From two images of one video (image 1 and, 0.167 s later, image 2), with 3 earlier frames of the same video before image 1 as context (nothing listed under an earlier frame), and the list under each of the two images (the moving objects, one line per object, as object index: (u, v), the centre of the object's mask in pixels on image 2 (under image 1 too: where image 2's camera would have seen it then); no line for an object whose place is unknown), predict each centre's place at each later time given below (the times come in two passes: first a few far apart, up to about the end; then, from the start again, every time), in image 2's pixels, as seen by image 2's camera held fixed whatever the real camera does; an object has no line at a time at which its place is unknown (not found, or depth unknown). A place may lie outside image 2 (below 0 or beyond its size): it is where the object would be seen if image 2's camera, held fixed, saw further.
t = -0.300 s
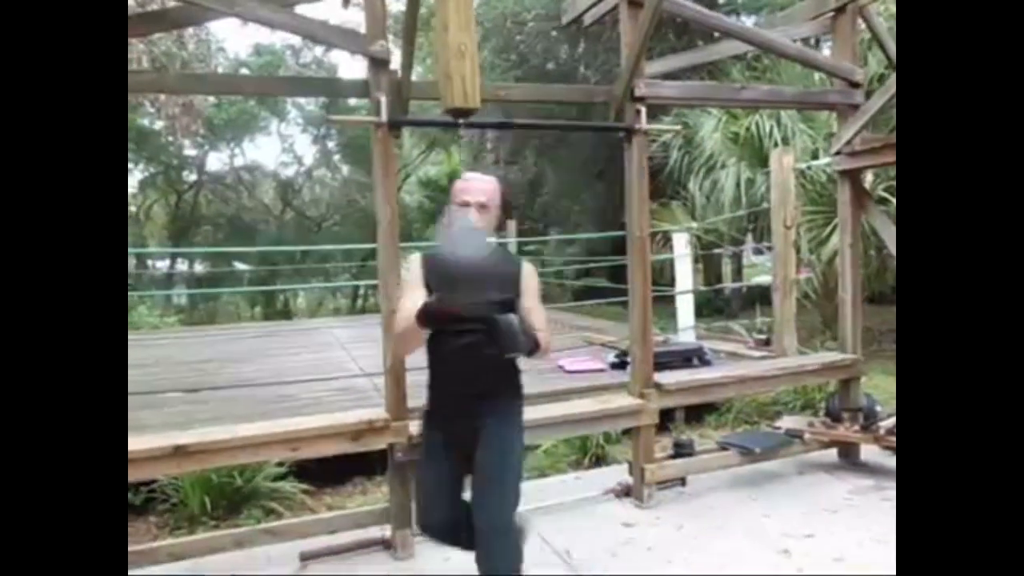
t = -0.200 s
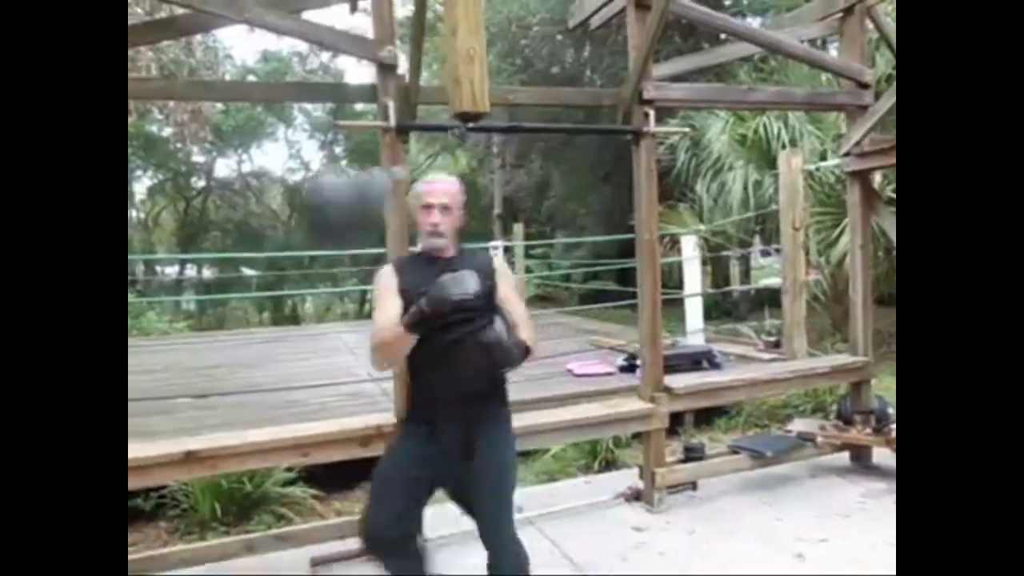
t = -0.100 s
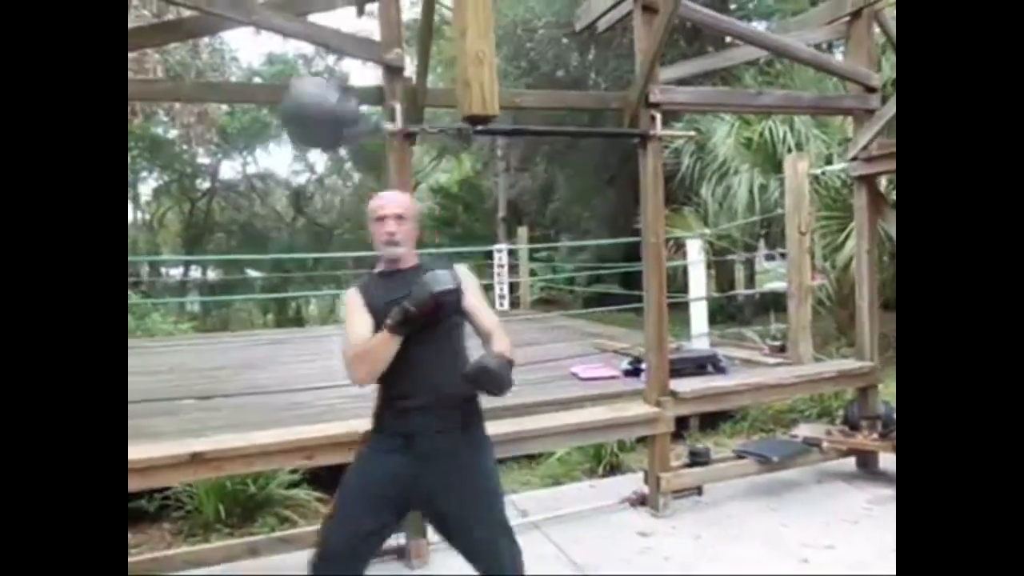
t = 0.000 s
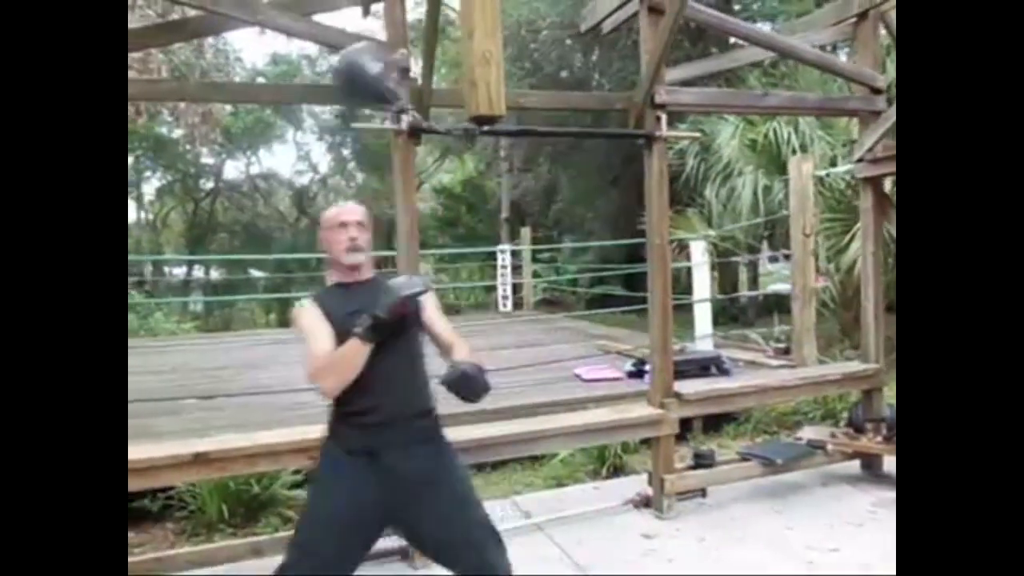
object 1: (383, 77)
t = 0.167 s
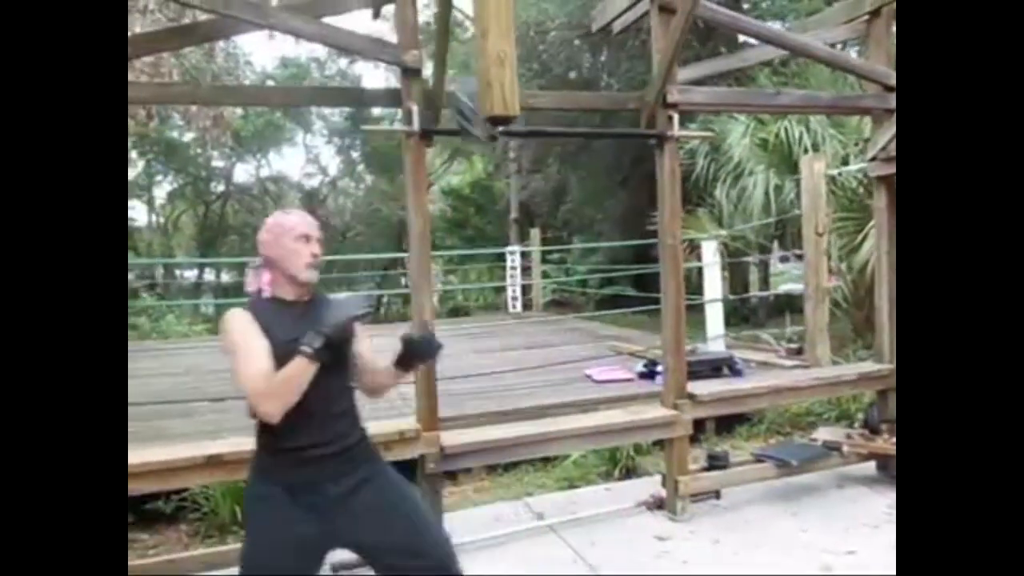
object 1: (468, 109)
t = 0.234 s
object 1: (512, 140)
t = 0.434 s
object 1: (581, 260)
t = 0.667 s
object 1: (409, 90)
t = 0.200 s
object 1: (492, 135)
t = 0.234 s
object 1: (512, 140)
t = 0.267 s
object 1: (533, 168)
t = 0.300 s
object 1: (558, 185)
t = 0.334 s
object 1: (568, 212)
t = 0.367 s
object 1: (578, 234)
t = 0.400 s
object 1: (582, 250)
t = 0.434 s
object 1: (581, 260)
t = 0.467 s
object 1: (569, 260)
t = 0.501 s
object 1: (554, 245)
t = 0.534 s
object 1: (526, 225)
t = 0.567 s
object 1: (491, 190)
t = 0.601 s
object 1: (462, 153)
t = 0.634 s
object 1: (434, 119)
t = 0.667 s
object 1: (409, 90)
